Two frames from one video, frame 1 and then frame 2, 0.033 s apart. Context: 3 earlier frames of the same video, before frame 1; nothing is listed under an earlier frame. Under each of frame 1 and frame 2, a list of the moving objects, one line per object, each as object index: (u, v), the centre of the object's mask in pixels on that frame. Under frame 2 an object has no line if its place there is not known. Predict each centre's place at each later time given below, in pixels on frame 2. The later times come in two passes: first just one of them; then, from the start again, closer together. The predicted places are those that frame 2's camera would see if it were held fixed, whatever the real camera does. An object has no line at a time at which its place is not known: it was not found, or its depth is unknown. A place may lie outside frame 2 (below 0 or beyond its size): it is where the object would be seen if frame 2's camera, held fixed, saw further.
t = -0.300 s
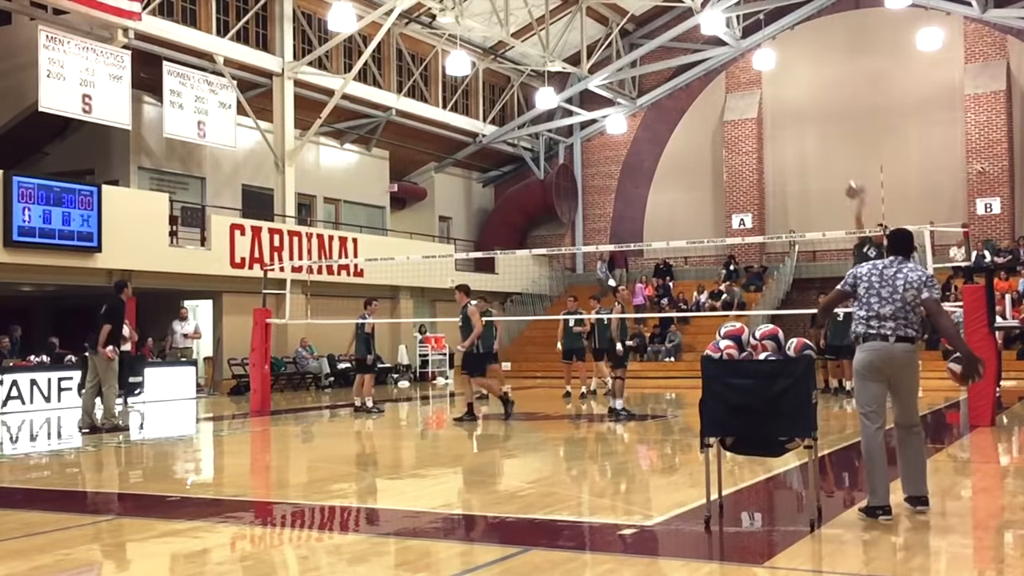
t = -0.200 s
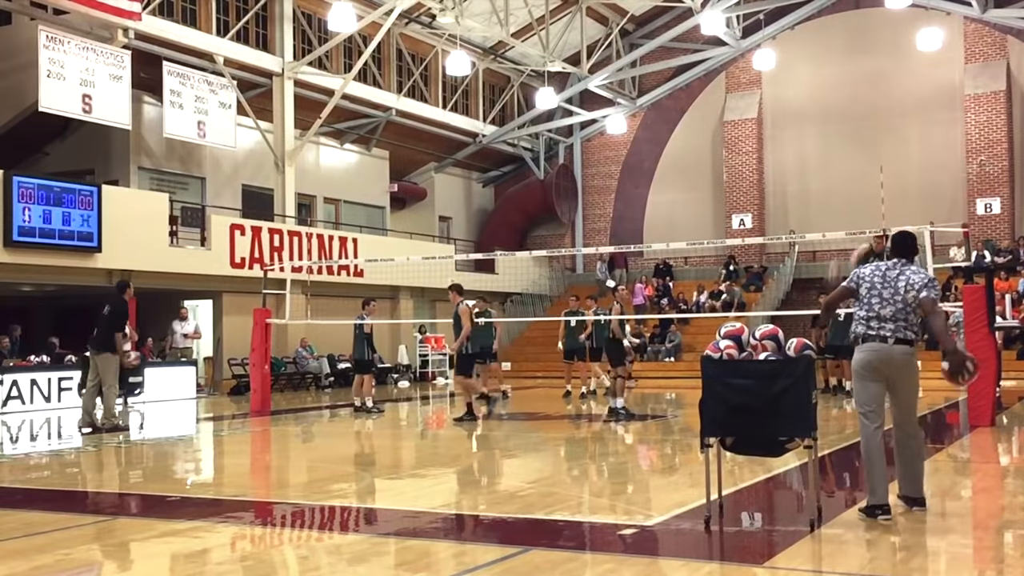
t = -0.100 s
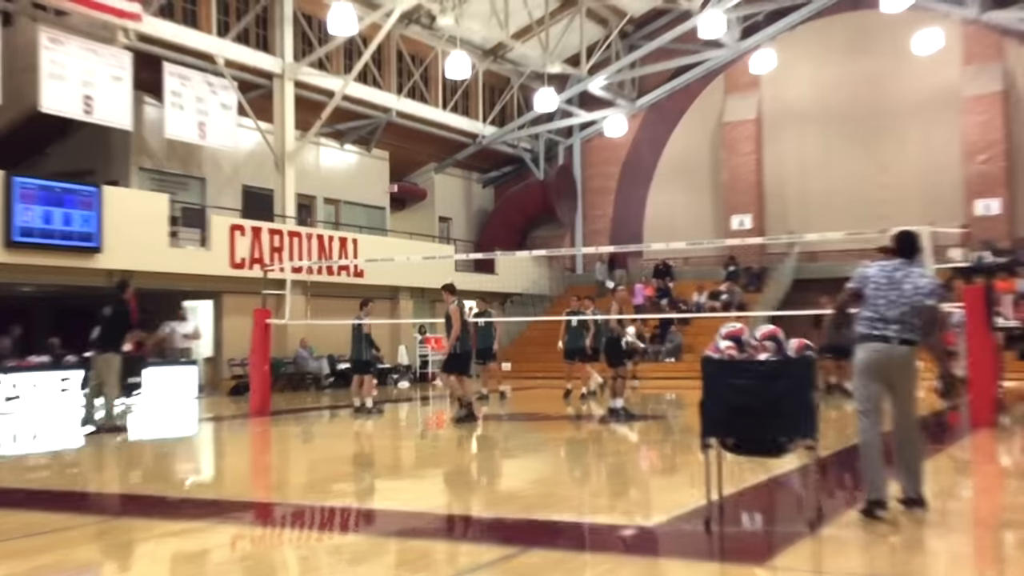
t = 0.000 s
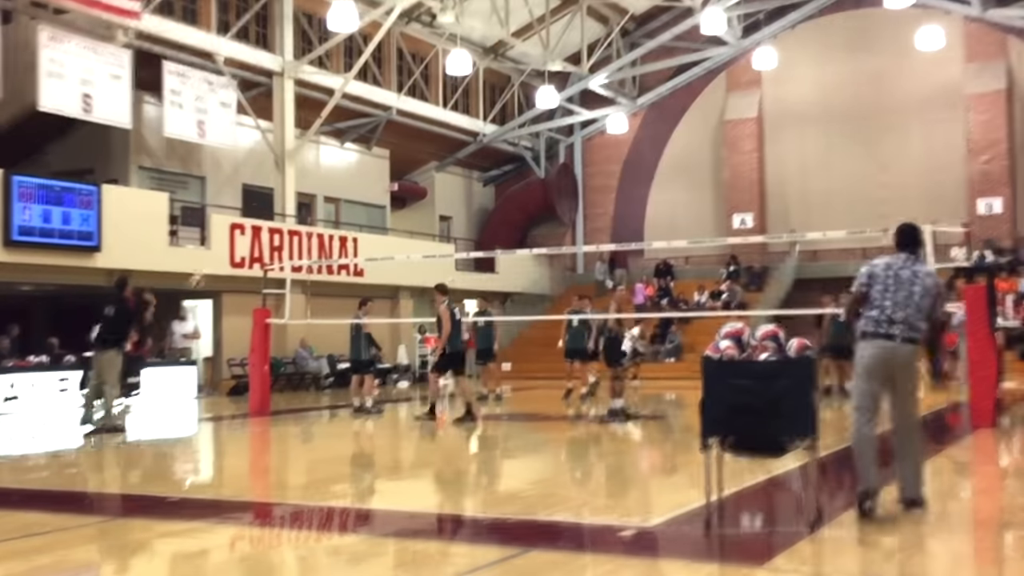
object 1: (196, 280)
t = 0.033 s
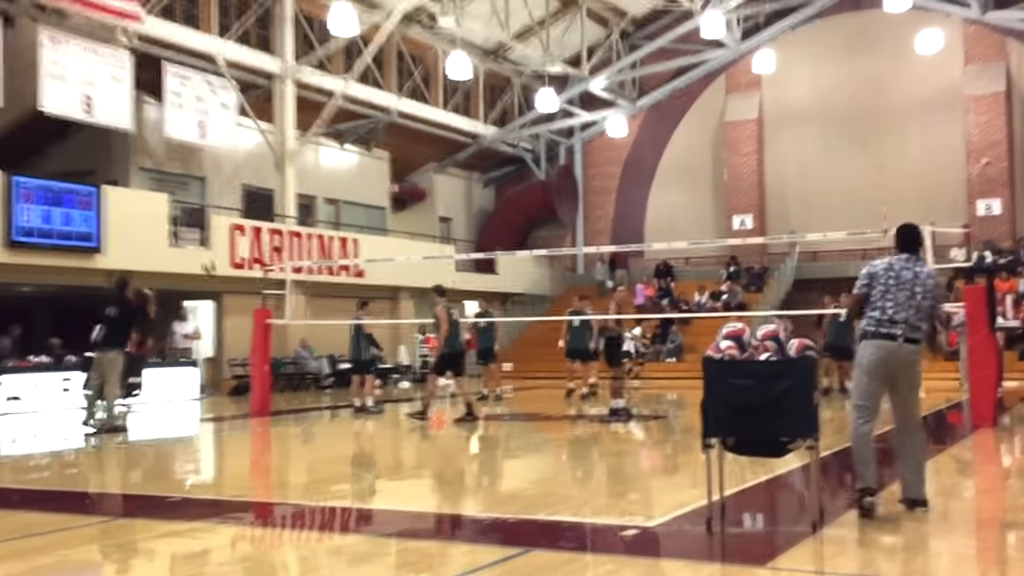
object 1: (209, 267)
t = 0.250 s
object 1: (267, 202)
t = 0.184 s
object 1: (249, 218)
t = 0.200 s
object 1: (254, 213)
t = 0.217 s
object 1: (258, 210)
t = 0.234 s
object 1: (262, 206)
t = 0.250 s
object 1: (267, 202)
